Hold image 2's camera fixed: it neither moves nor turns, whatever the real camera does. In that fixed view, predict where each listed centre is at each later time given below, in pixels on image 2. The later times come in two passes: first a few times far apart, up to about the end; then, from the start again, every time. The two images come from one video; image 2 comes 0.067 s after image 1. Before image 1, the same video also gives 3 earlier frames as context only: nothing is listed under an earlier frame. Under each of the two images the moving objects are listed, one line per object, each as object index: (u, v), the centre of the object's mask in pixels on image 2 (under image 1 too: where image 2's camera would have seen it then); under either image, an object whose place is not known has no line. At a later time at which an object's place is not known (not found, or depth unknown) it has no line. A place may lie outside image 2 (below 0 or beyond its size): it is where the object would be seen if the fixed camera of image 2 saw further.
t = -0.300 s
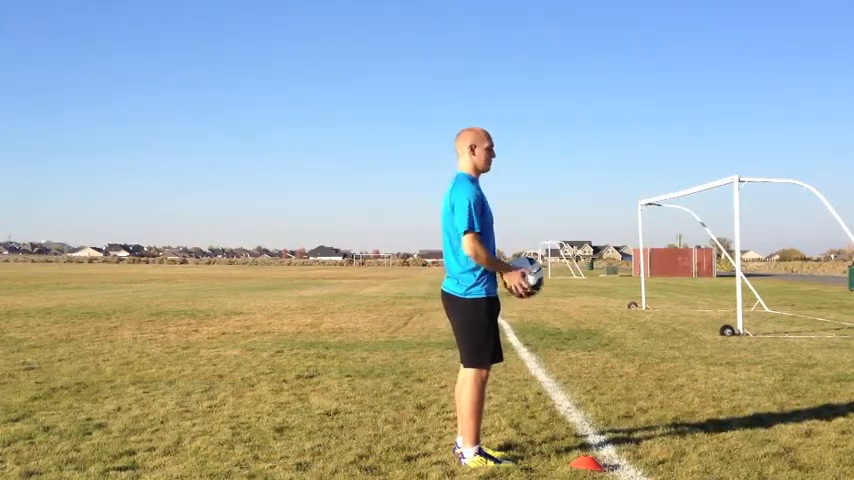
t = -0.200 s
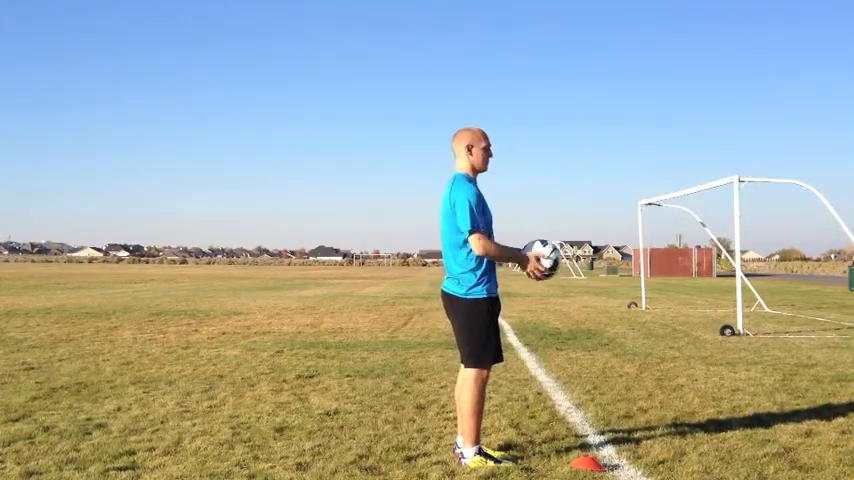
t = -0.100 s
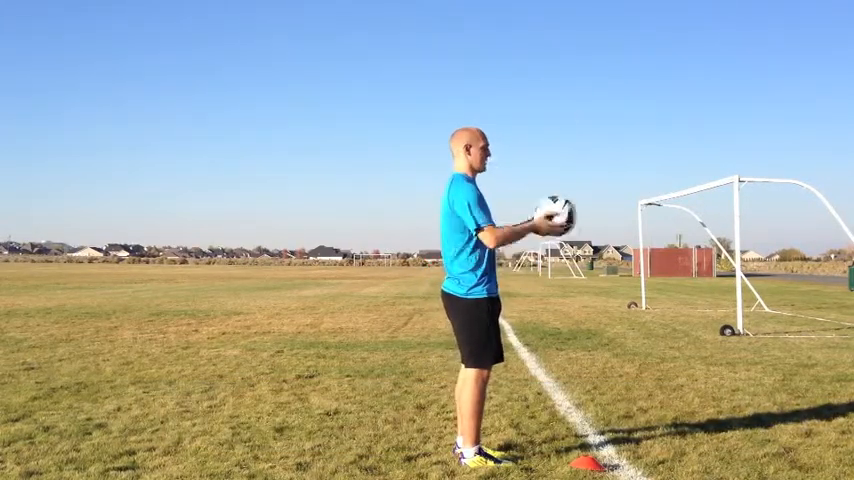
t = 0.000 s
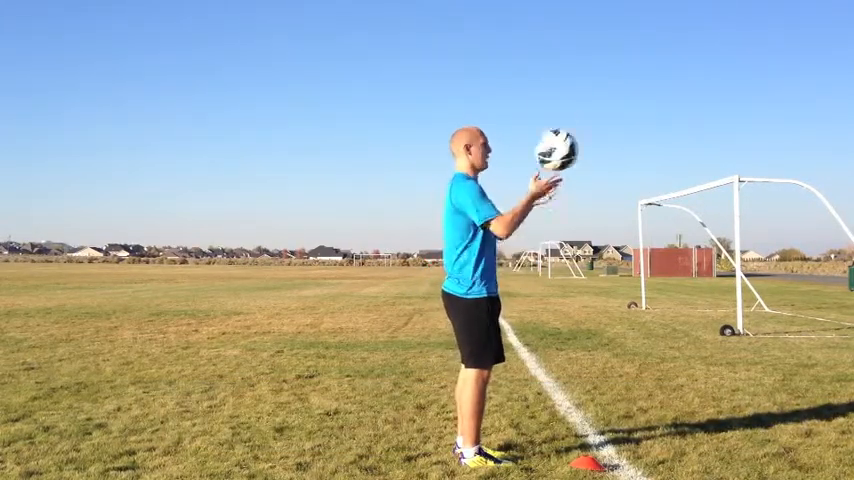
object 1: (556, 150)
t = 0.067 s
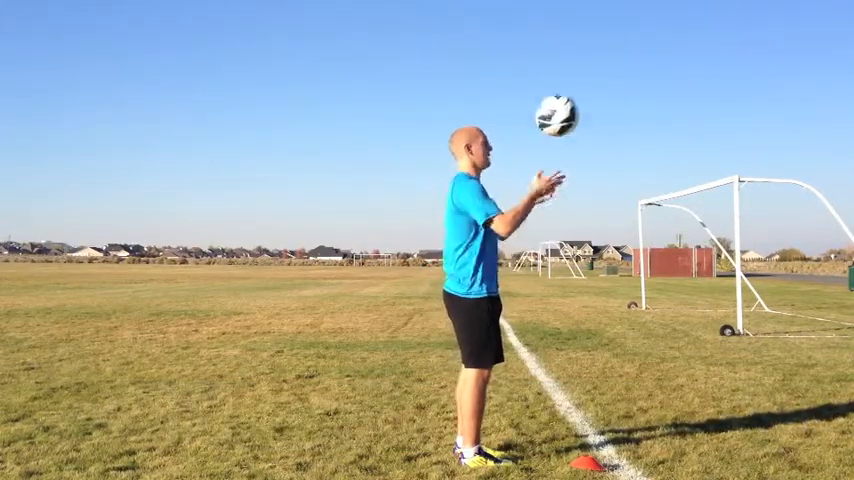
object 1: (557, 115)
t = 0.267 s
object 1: (558, 57)
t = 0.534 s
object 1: (558, 94)
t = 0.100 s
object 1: (557, 100)
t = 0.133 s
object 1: (557, 87)
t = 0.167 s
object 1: (557, 77)
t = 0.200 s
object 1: (557, 68)
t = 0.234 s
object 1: (557, 61)
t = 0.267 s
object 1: (558, 57)
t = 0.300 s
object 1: (558, 54)
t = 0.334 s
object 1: (558, 54)
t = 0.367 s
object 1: (558, 54)
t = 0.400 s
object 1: (558, 58)
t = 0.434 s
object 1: (558, 64)
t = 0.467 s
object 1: (558, 72)
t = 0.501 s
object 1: (558, 82)
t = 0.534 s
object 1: (558, 94)
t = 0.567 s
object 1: (558, 109)
